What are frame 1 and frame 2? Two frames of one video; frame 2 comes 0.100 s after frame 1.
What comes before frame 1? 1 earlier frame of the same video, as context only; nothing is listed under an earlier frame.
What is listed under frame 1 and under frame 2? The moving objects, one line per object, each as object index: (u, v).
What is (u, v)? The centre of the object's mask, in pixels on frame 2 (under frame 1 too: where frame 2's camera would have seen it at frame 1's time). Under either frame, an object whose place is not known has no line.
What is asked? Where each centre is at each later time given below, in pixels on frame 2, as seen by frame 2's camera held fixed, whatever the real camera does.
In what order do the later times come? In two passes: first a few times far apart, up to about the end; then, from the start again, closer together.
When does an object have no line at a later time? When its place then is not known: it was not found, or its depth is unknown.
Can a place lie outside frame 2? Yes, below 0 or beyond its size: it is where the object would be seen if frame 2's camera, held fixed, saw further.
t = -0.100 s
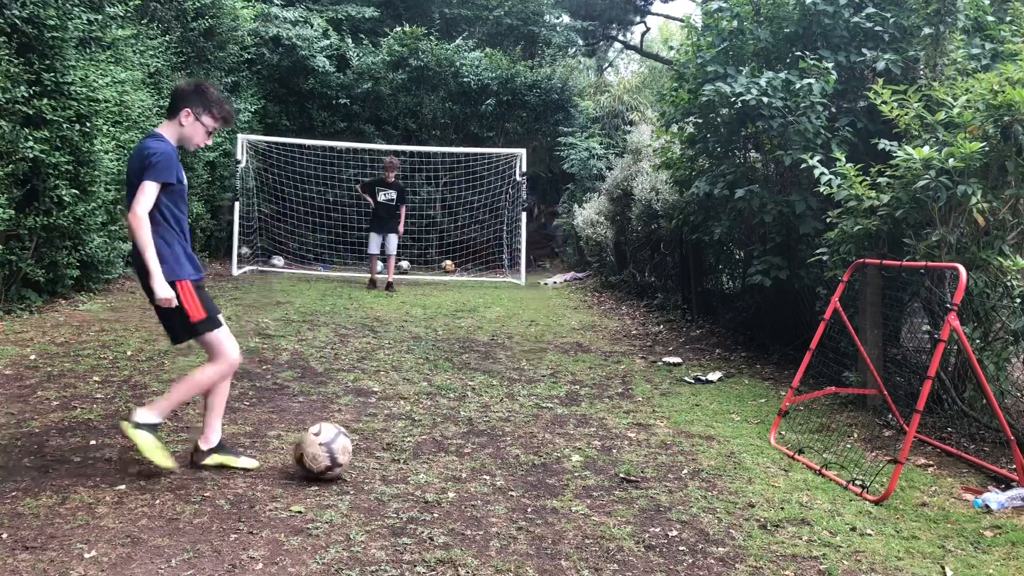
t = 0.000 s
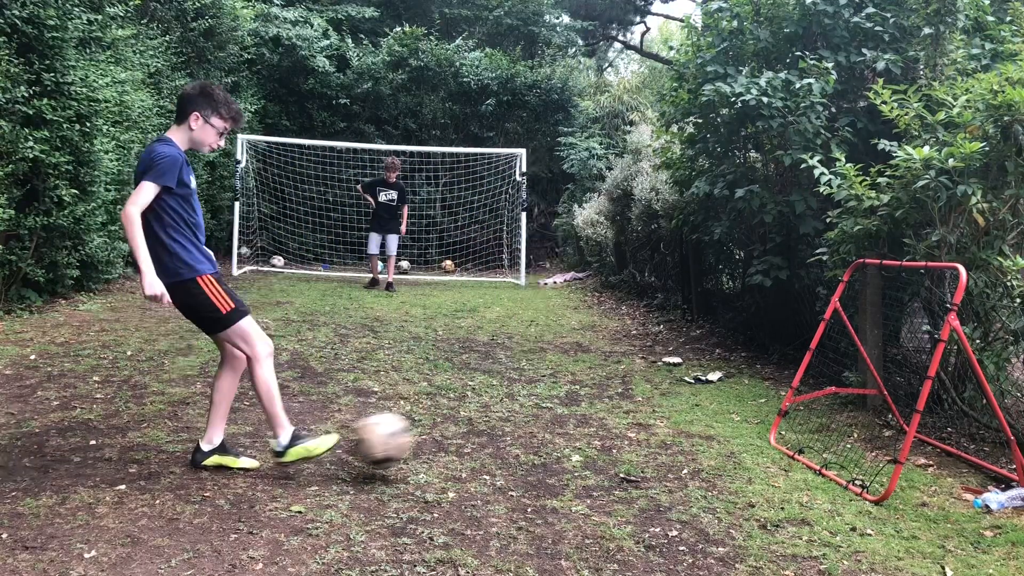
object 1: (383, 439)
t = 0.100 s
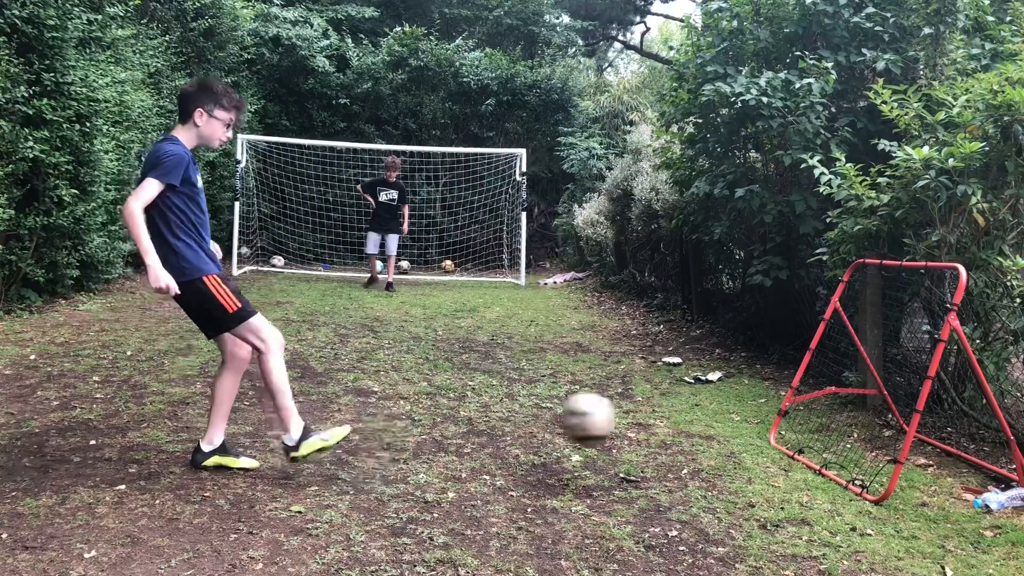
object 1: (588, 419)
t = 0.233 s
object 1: (836, 430)
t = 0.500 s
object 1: (715, 253)
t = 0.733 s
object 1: (527, 186)
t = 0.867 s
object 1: (409, 207)
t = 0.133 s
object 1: (654, 417)
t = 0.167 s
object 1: (717, 420)
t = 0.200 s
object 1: (778, 423)
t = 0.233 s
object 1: (836, 430)
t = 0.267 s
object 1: (874, 434)
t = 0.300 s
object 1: (860, 406)
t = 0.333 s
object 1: (838, 375)
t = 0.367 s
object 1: (814, 347)
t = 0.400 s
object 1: (790, 320)
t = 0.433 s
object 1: (765, 295)
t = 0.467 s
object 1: (741, 272)
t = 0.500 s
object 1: (715, 253)
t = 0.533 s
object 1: (690, 236)
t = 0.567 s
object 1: (665, 221)
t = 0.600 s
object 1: (638, 208)
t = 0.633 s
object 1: (611, 199)
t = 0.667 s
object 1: (583, 192)
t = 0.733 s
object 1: (527, 186)
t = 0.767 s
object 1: (498, 187)
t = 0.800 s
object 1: (469, 191)
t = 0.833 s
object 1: (439, 197)
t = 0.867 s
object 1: (409, 207)
